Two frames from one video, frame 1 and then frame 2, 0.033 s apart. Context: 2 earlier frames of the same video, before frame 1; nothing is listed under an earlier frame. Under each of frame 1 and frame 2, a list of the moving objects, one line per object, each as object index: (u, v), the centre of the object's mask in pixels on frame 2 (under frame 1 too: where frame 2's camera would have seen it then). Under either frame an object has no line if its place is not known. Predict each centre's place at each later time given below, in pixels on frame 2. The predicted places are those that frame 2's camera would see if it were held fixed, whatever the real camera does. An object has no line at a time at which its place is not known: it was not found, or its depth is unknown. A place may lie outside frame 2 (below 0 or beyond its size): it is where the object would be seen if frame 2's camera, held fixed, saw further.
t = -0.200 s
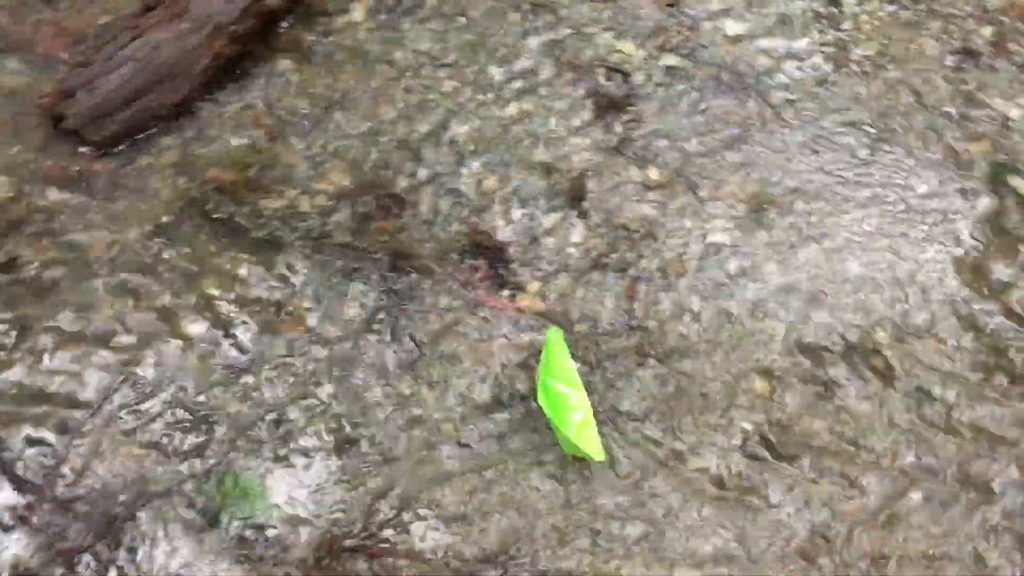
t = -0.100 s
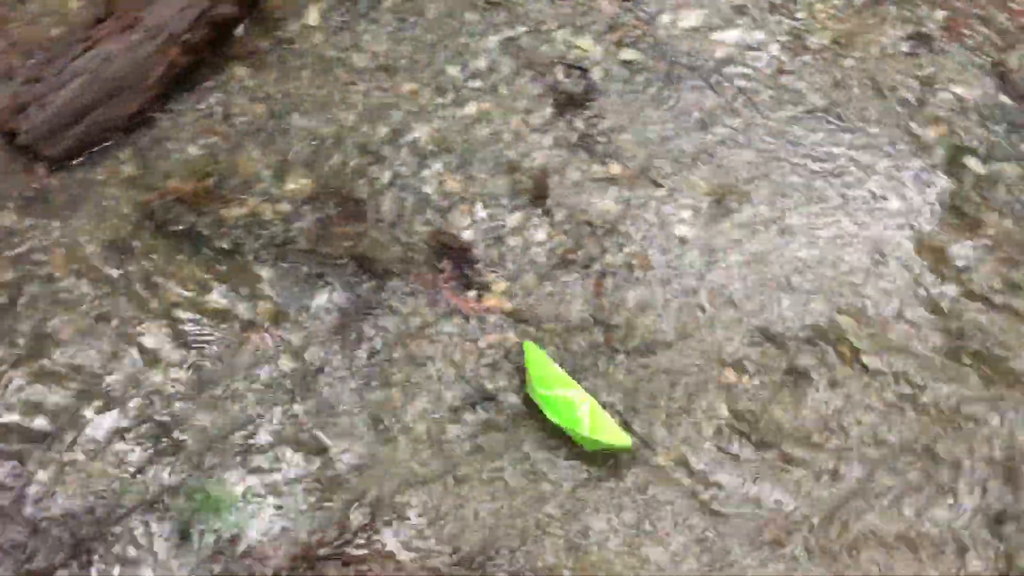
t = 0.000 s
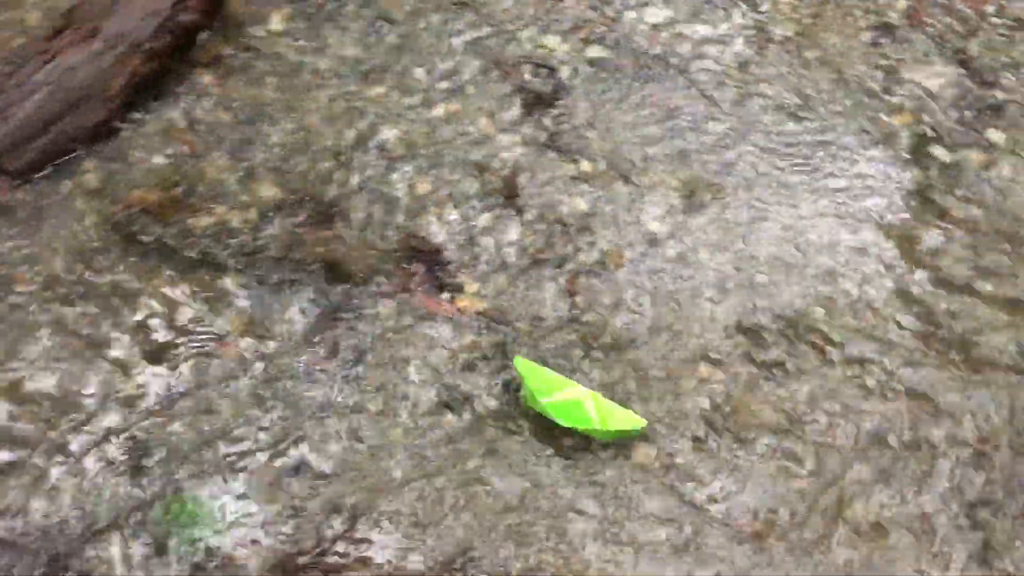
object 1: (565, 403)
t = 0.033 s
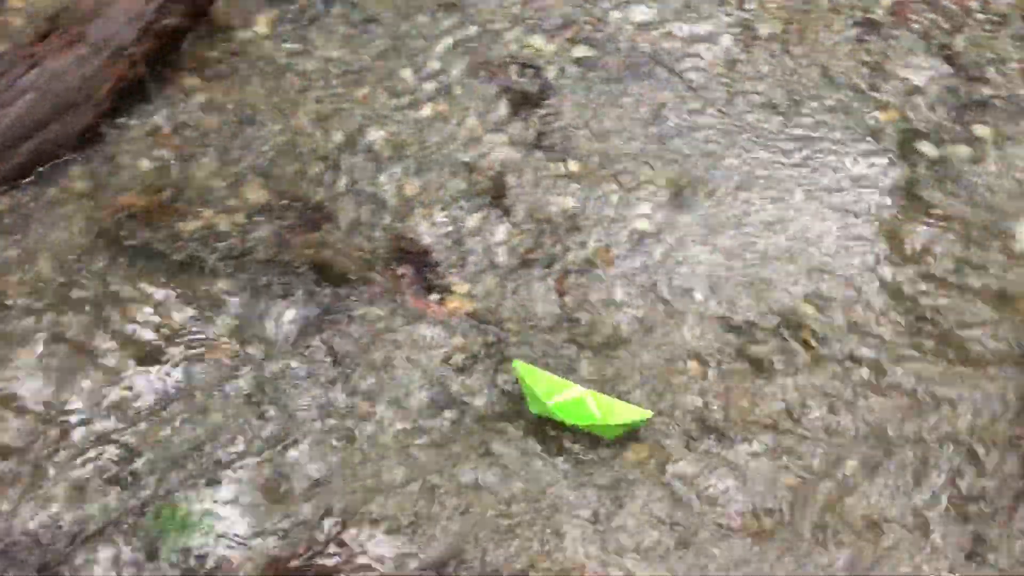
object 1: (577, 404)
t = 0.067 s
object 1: (588, 404)
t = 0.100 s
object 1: (599, 404)
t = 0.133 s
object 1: (607, 404)
